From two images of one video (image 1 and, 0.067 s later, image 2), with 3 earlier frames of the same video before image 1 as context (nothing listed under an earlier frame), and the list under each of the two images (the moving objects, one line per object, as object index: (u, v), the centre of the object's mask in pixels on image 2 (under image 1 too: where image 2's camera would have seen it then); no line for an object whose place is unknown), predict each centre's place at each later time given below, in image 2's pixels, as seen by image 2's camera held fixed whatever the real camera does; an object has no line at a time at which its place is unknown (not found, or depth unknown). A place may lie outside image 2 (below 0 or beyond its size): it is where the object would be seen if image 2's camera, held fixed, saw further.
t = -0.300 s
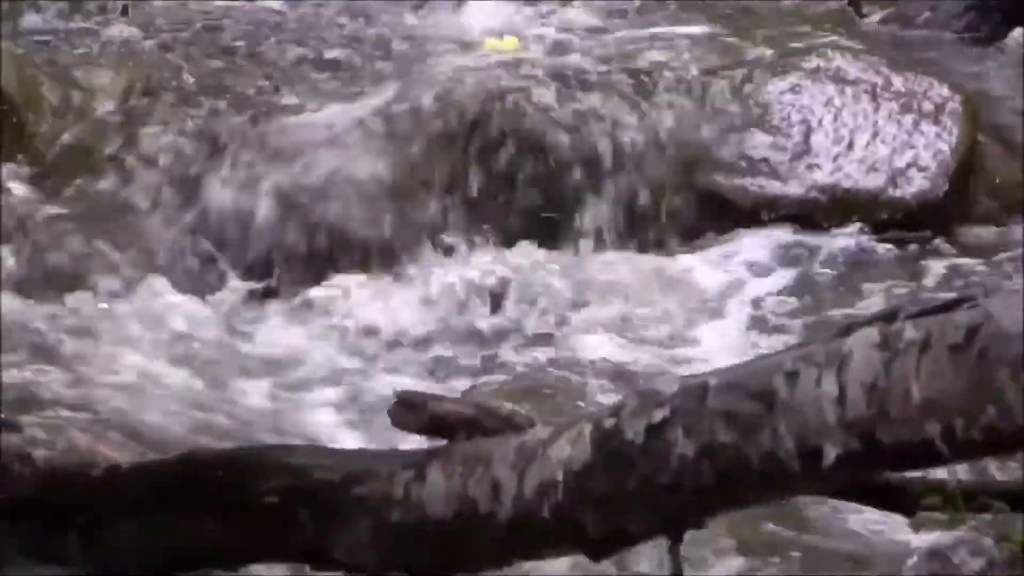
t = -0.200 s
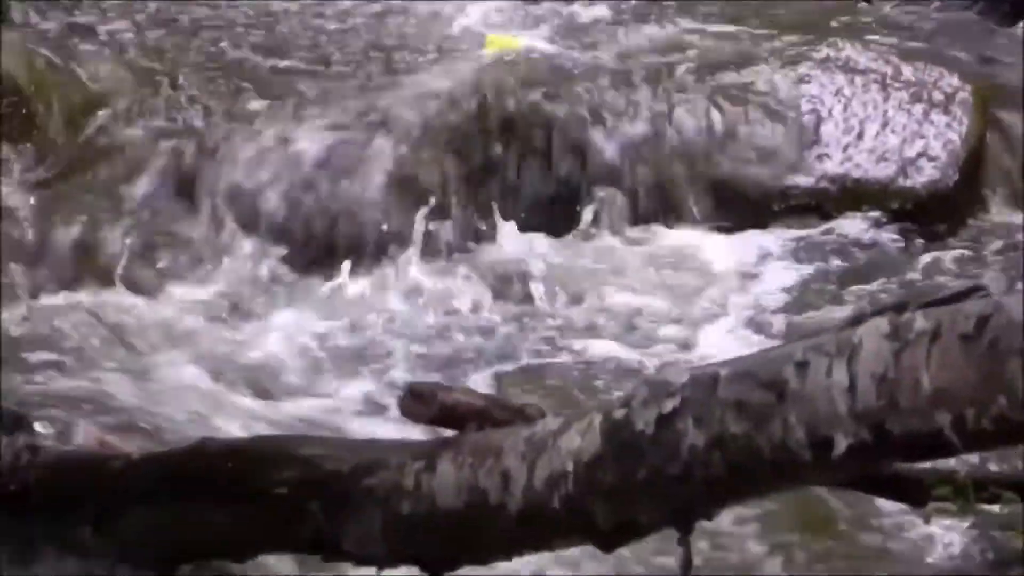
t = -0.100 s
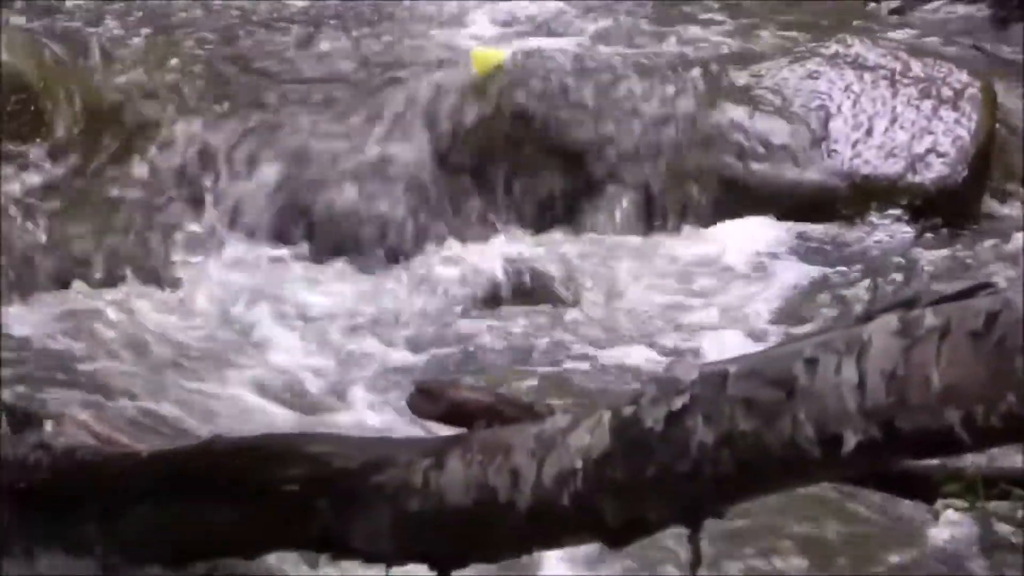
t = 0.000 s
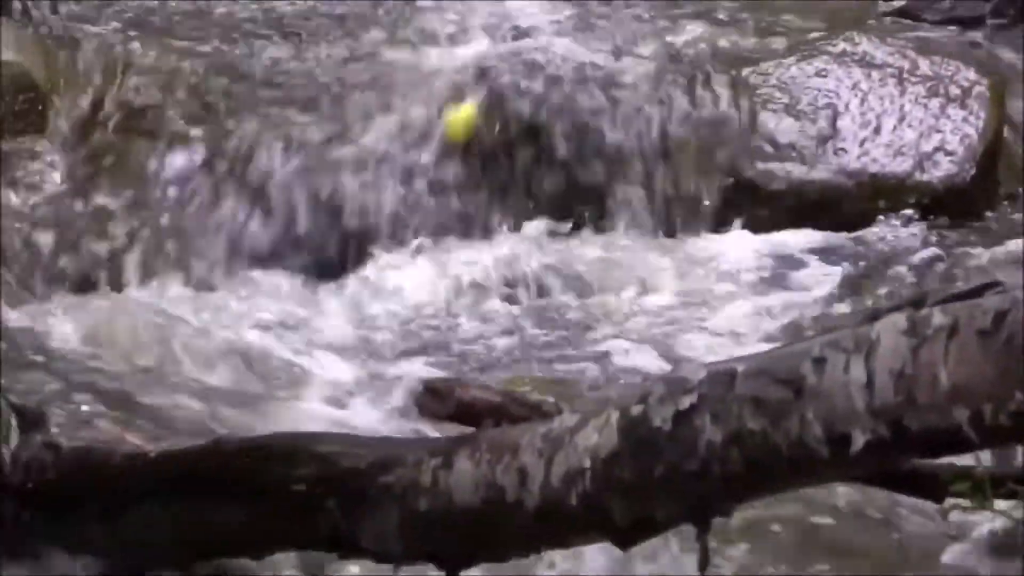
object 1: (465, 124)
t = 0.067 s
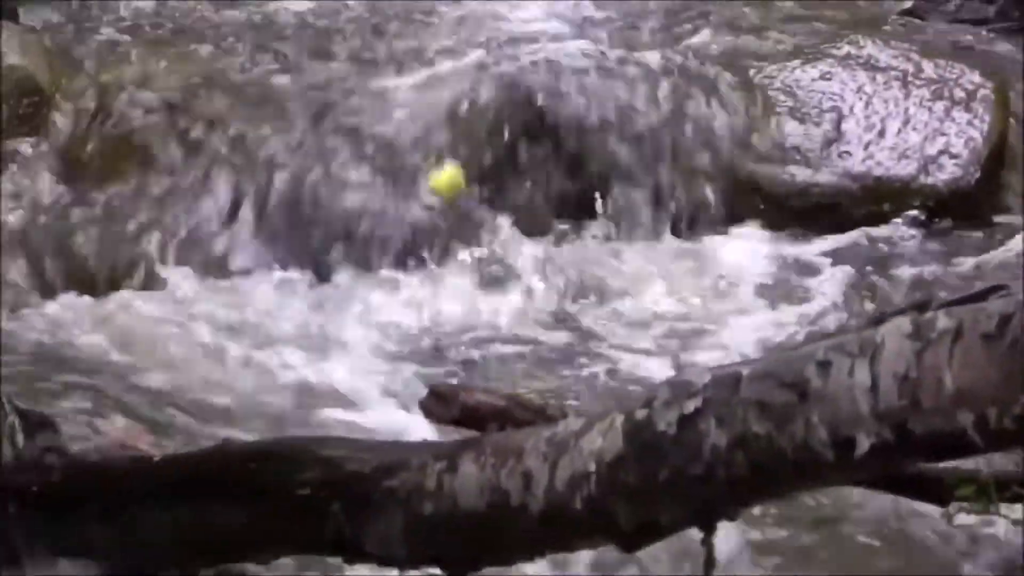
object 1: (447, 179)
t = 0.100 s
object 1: (444, 197)
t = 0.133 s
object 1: (443, 212)
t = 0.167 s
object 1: (442, 233)
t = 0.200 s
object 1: (440, 254)
